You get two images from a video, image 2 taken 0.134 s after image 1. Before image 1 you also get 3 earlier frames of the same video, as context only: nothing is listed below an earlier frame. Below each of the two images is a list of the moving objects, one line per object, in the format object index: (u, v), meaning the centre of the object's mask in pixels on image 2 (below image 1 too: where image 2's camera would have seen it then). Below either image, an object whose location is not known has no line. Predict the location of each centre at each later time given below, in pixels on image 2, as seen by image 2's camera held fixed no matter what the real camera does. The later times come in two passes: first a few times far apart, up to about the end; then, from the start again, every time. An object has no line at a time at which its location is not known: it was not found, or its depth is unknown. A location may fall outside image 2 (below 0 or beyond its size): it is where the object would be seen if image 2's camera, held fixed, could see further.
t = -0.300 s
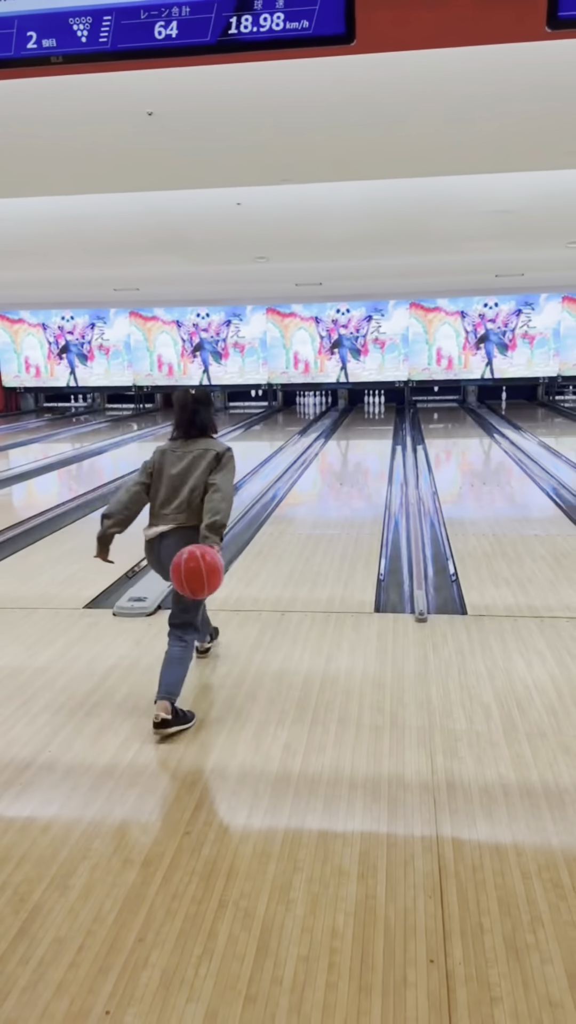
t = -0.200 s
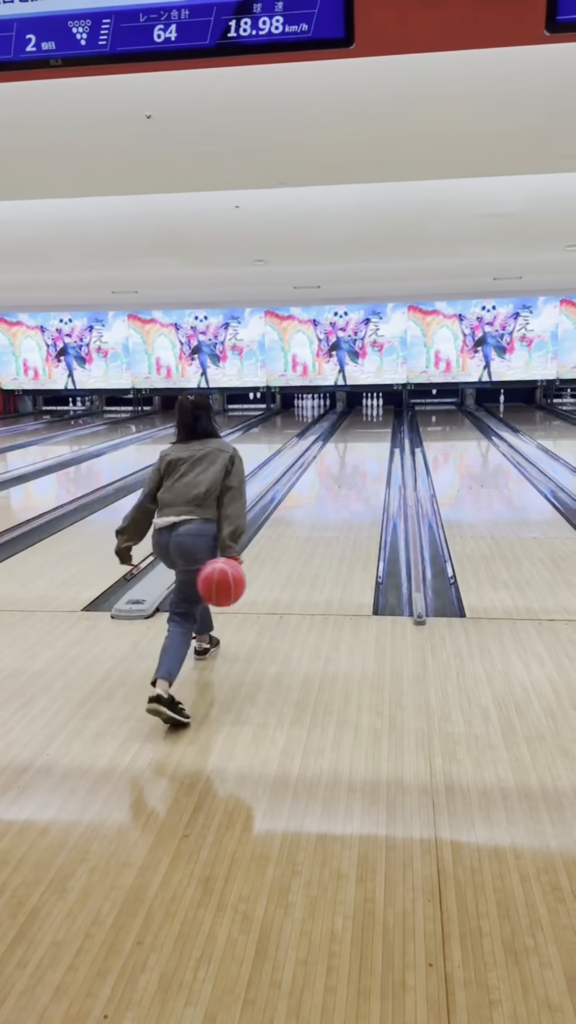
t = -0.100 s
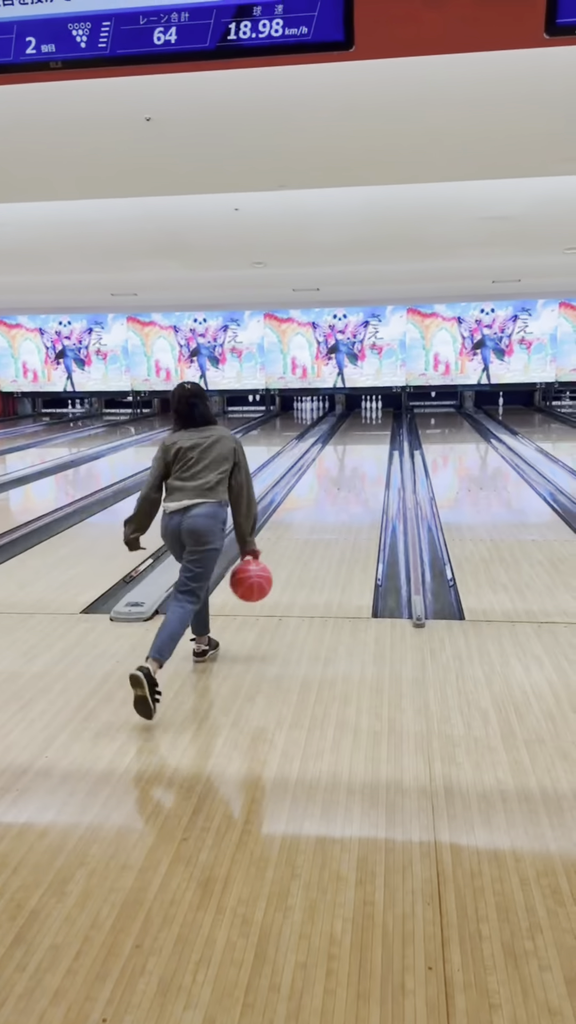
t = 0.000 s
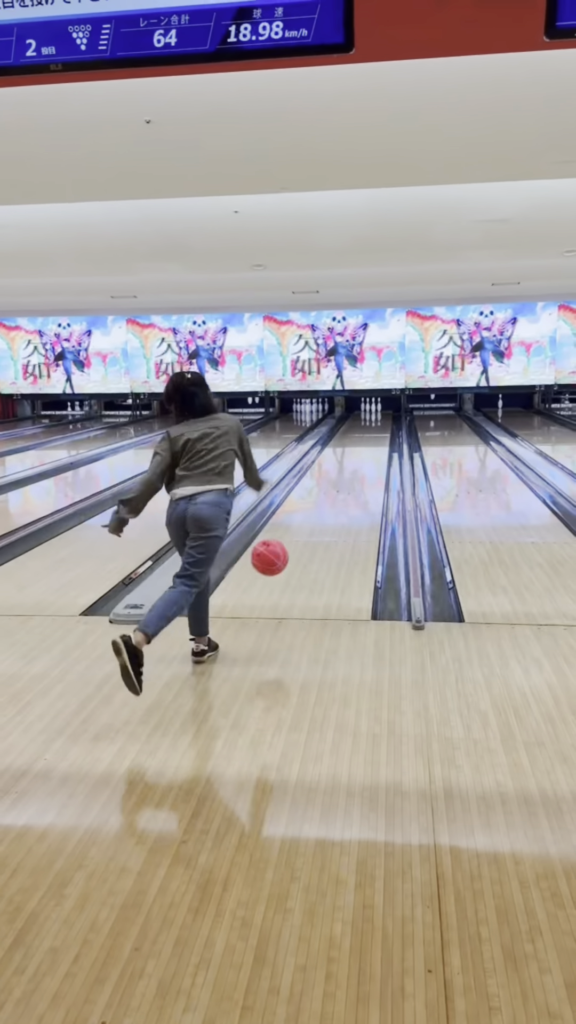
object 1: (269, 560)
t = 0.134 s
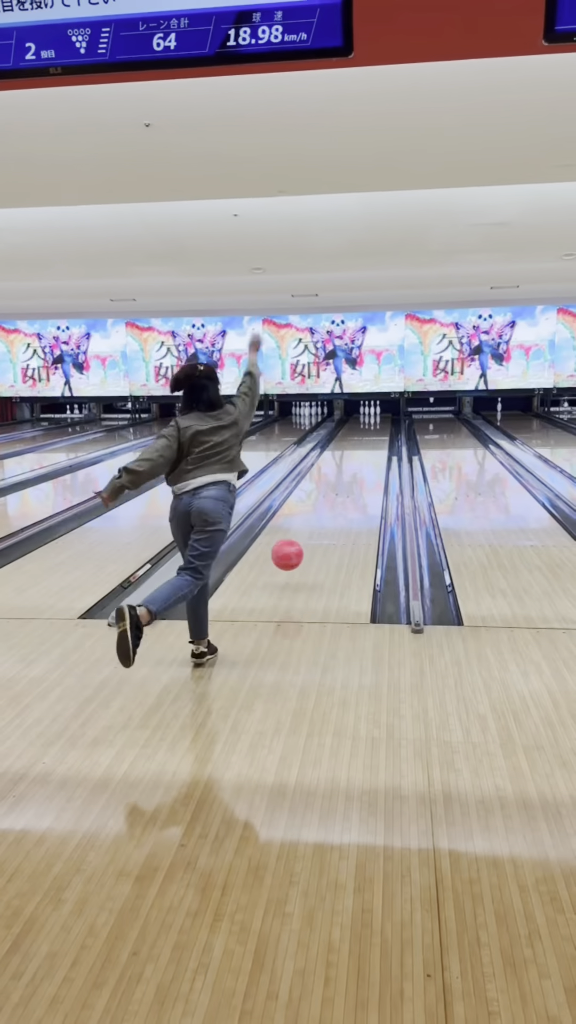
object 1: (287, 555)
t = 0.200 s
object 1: (295, 562)
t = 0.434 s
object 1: (314, 529)
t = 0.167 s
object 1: (291, 557)
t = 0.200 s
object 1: (295, 562)
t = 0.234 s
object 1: (298, 554)
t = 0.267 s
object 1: (301, 547)
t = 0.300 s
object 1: (304, 541)
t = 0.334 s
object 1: (306, 538)
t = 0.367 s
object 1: (309, 536)
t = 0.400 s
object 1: (311, 531)
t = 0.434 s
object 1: (314, 529)
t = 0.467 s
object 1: (316, 526)
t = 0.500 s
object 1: (318, 523)
